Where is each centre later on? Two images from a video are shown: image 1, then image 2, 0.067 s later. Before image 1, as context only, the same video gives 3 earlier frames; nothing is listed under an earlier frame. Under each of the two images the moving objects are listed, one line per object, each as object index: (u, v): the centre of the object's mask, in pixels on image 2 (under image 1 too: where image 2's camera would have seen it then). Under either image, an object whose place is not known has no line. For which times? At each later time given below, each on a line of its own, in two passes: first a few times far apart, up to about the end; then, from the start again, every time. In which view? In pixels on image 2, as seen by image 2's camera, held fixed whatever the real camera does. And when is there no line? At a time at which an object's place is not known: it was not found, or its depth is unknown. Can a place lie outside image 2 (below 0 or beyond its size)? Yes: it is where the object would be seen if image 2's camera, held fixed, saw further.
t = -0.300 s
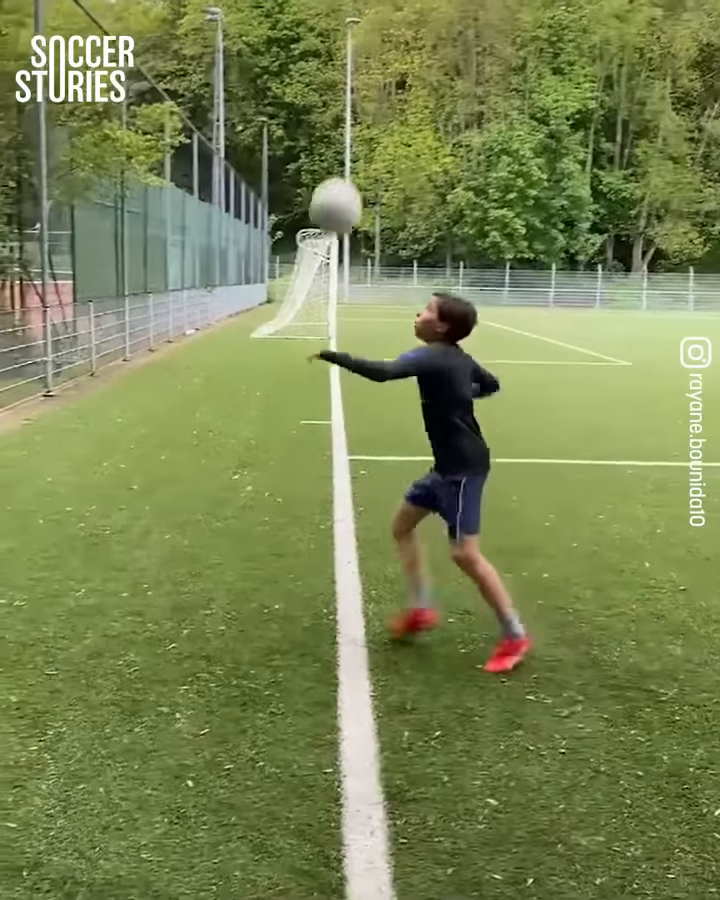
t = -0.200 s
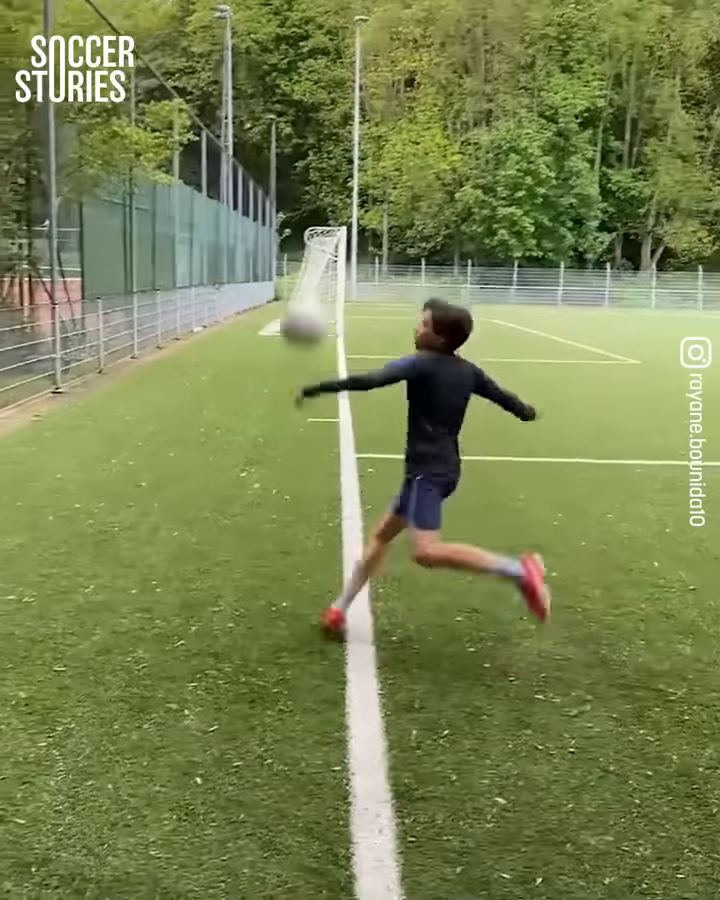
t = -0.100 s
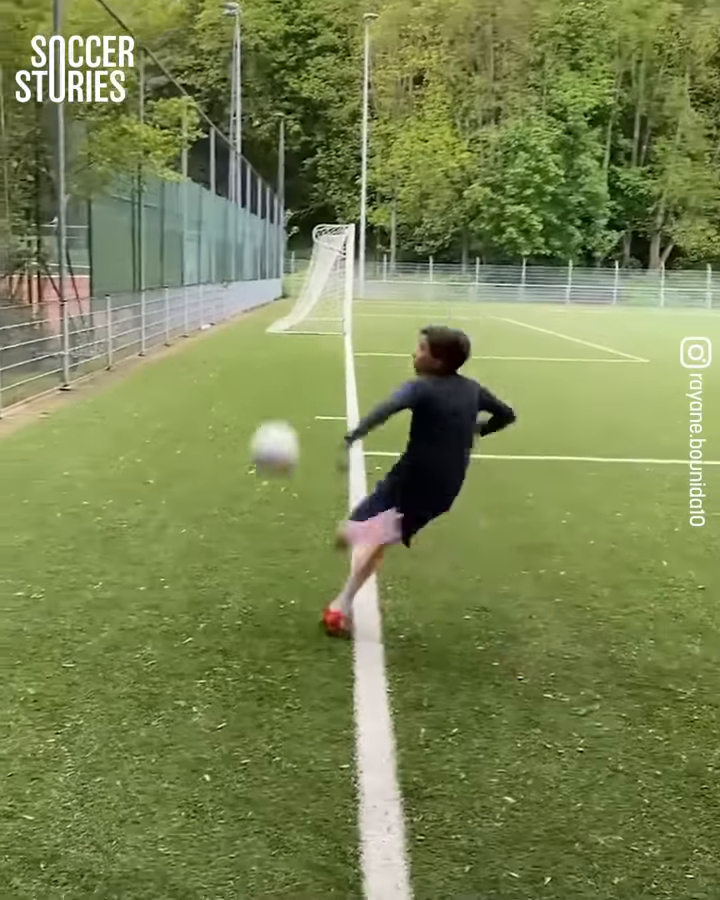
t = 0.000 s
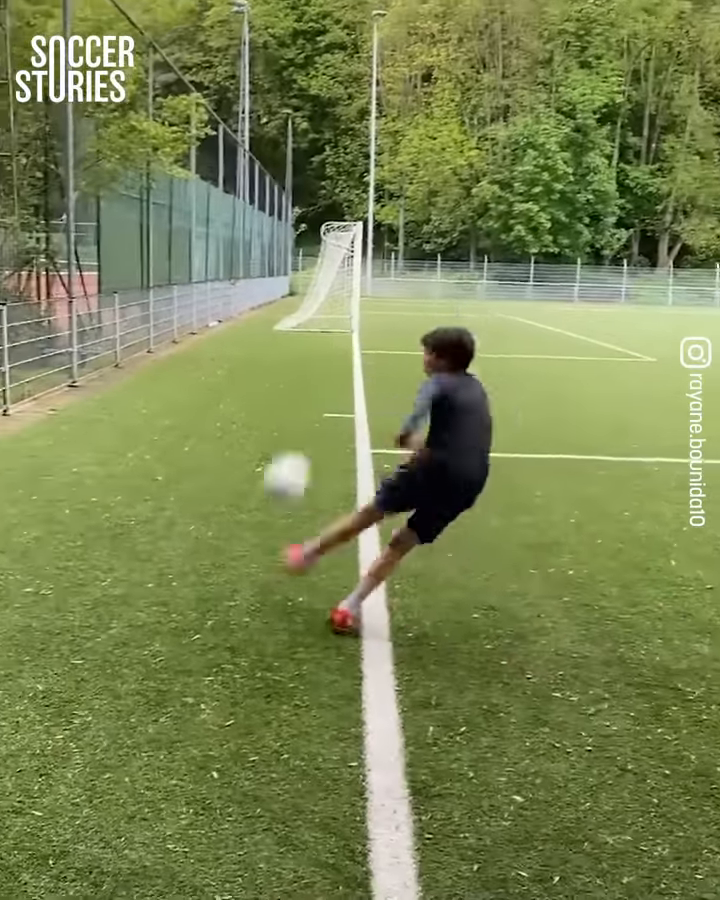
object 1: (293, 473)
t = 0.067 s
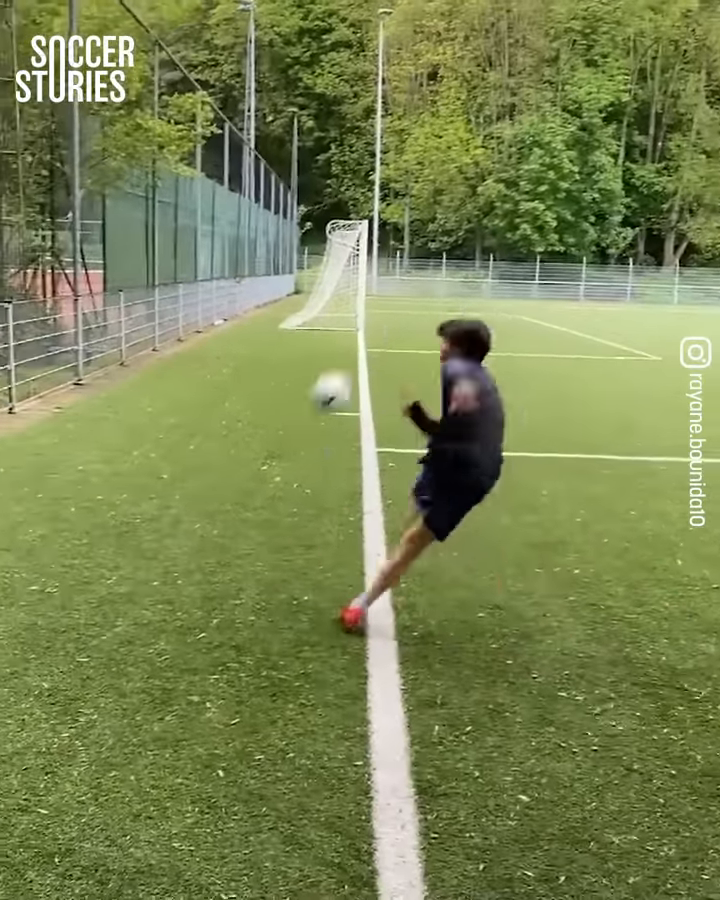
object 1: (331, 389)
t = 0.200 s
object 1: (378, 299)
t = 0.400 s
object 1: (409, 244)
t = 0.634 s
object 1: (419, 243)
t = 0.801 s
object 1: (418, 261)
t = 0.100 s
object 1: (345, 360)
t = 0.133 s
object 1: (359, 336)
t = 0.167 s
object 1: (369, 315)
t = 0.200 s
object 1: (378, 299)
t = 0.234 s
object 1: (385, 283)
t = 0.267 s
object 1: (391, 272)
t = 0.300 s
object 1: (397, 263)
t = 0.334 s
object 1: (402, 255)
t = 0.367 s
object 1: (405, 250)
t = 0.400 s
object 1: (409, 244)
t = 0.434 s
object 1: (412, 241)
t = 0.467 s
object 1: (414, 239)
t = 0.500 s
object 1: (415, 239)
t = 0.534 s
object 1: (416, 240)
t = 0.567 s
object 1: (417, 240)
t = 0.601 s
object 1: (418, 241)
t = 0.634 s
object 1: (419, 243)
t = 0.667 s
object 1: (419, 246)
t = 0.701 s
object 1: (419, 249)
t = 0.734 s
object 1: (419, 252)
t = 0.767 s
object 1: (418, 256)
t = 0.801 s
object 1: (418, 261)
